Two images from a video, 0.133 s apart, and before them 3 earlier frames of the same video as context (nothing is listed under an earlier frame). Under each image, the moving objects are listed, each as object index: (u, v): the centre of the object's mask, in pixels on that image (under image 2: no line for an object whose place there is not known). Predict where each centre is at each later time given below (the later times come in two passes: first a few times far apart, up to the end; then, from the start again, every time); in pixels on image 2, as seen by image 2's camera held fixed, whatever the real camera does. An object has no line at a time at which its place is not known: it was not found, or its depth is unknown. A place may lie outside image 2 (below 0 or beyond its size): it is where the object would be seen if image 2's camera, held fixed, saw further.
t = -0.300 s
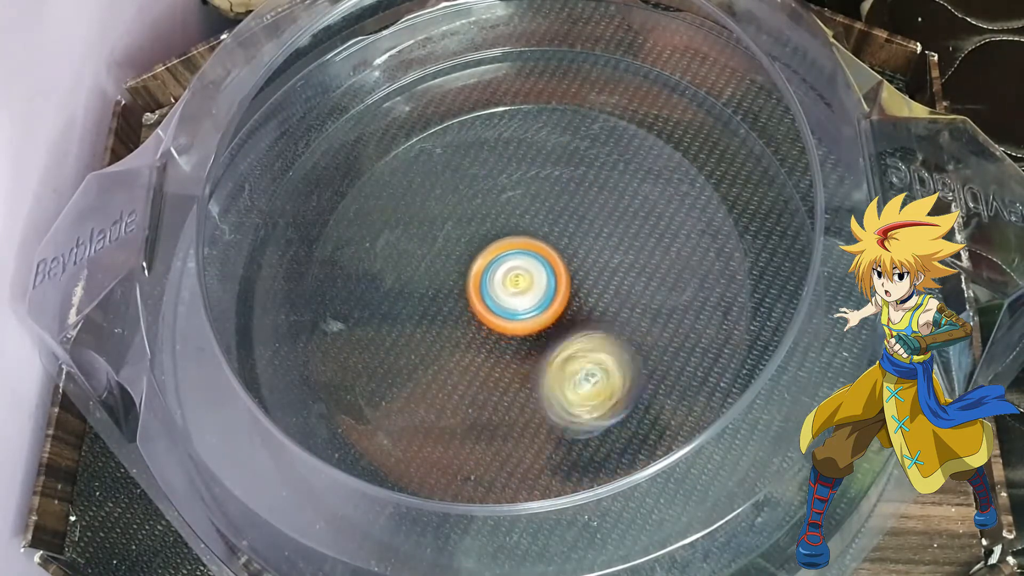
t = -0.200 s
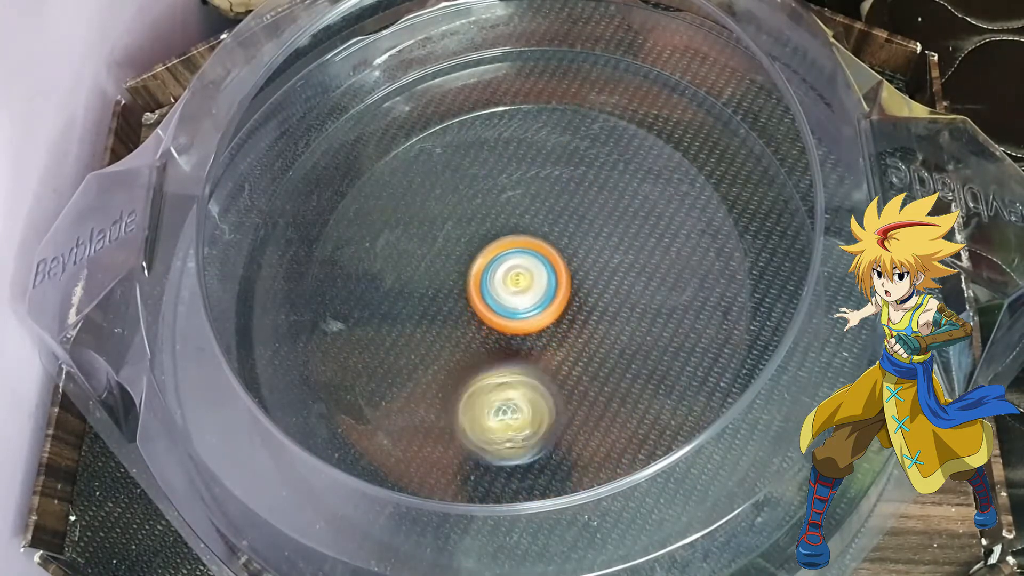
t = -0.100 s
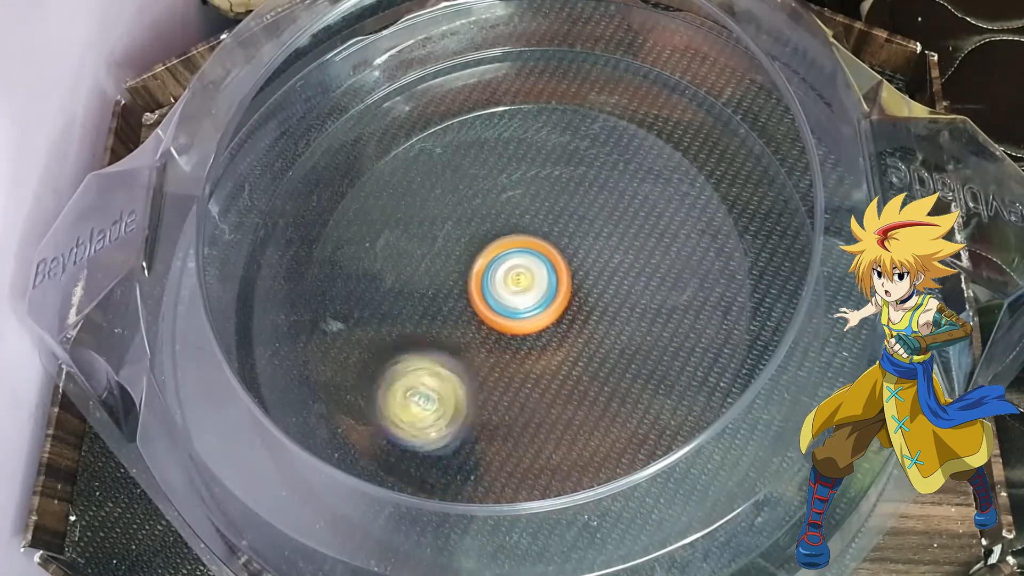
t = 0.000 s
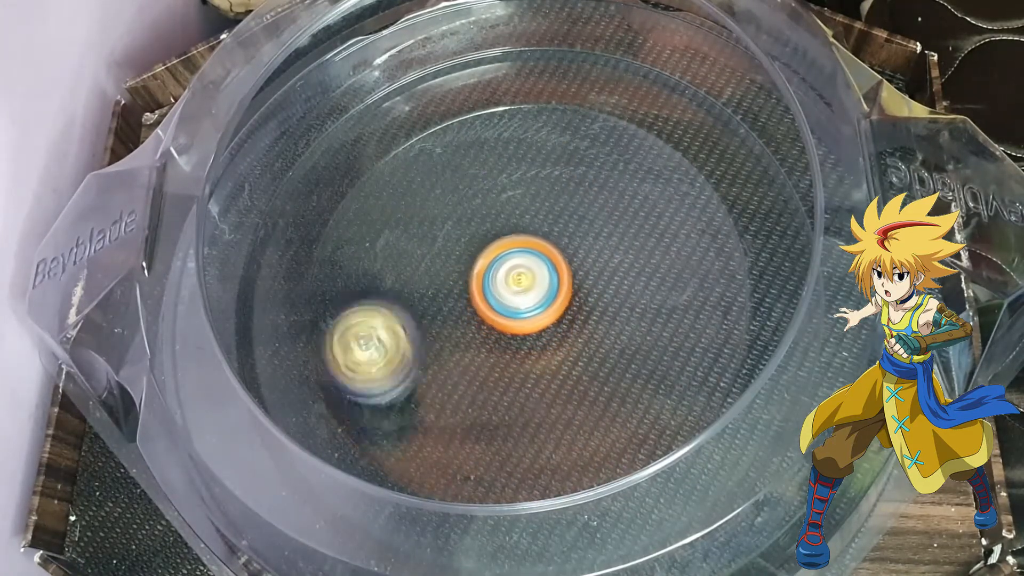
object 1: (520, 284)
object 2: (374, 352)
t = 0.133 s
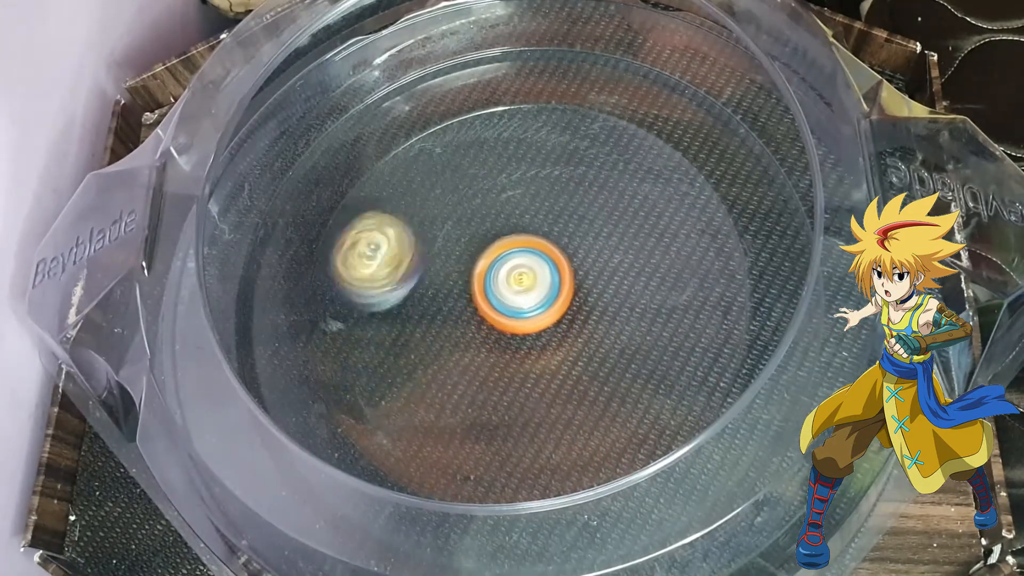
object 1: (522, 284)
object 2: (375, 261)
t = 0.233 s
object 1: (523, 285)
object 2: (429, 208)
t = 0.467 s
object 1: (527, 285)
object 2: (606, 197)
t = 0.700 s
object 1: (531, 286)
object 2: (674, 339)
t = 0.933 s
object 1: (533, 287)
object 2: (511, 412)
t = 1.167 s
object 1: (533, 291)
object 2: (402, 282)
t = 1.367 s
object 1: (533, 295)
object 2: (464, 163)
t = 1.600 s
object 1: (534, 297)
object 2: (619, 181)
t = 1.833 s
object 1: (533, 298)
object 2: (619, 347)
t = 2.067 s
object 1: (529, 300)
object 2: (448, 402)
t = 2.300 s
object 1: (526, 303)
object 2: (381, 274)
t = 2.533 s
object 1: (525, 303)
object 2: (519, 184)
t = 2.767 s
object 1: (522, 301)
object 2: (661, 255)
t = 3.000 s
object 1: (519, 298)
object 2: (601, 394)
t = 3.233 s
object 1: (515, 296)
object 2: (436, 356)
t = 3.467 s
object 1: (514, 296)
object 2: (427, 207)
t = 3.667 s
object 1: (516, 294)
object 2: (550, 155)
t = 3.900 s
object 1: (518, 290)
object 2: (639, 272)
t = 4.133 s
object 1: (517, 287)
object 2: (535, 401)
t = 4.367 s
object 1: (518, 287)
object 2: (395, 342)
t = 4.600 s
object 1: (523, 289)
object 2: (455, 211)
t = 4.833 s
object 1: (529, 288)
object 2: (610, 204)
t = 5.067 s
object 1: (529, 286)
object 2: (648, 338)
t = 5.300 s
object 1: (529, 289)
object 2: (490, 387)
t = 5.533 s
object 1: (530, 292)
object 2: (408, 262)
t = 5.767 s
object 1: (530, 295)
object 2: (508, 166)
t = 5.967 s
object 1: (530, 297)
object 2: (615, 223)
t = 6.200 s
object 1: (529, 297)
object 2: (589, 370)
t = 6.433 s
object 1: (528, 300)
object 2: (436, 381)
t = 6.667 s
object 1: (525, 300)
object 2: (427, 248)
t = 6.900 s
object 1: (521, 300)
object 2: (566, 190)
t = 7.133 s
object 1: (521, 300)
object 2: (654, 289)
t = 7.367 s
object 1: (519, 294)
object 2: (530, 383)
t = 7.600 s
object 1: (517, 293)
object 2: (412, 301)
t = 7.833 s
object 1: (515, 291)
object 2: (470, 186)
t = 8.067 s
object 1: (516, 291)
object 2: (607, 233)
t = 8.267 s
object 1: (519, 291)
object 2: (603, 354)
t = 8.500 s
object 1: (523, 289)
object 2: (464, 386)
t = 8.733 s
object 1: (526, 288)
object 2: (434, 261)
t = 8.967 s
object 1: (534, 290)
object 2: (550, 183)
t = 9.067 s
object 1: (536, 290)
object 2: (605, 198)
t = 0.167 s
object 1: (523, 284)
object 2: (390, 240)
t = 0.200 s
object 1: (523, 284)
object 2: (408, 223)
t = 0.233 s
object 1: (523, 285)
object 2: (429, 208)
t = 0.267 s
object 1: (524, 285)
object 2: (452, 196)
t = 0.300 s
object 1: (525, 285)
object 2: (478, 186)
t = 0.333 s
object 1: (525, 285)
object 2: (504, 181)
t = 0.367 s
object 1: (526, 285)
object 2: (531, 179)
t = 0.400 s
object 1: (526, 285)
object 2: (558, 181)
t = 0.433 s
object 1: (527, 285)
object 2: (584, 188)
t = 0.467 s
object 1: (527, 285)
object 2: (606, 197)
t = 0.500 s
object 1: (528, 285)
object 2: (628, 209)
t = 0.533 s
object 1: (529, 286)
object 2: (647, 226)
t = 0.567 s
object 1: (529, 286)
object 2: (663, 246)
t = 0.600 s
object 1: (530, 286)
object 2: (675, 266)
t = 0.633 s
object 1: (531, 285)
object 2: (681, 291)
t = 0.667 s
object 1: (531, 286)
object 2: (680, 316)
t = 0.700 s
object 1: (531, 286)
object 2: (674, 339)
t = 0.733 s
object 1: (531, 286)
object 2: (662, 362)
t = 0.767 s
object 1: (532, 286)
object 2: (643, 381)
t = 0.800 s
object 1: (532, 286)
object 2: (622, 397)
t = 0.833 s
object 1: (532, 286)
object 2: (597, 409)
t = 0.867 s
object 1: (532, 287)
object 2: (565, 415)
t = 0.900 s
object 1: (533, 287)
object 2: (538, 417)
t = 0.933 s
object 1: (533, 287)
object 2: (511, 412)
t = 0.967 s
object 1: (533, 288)
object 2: (485, 402)
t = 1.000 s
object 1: (533, 288)
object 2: (462, 389)
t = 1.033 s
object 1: (533, 288)
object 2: (443, 373)
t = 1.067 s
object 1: (533, 289)
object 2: (426, 349)
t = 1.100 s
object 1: (533, 290)
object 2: (413, 327)
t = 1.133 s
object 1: (533, 290)
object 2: (405, 304)
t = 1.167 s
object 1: (533, 291)
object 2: (402, 282)
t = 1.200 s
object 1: (533, 291)
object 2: (404, 259)
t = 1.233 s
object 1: (533, 292)
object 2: (411, 234)
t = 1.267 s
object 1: (533, 293)
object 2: (420, 213)
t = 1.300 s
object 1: (533, 293)
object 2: (429, 196)
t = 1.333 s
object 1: (533, 294)
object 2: (445, 178)
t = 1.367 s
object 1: (533, 295)
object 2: (464, 163)
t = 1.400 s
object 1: (533, 295)
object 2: (485, 152)
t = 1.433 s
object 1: (534, 296)
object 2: (509, 145)
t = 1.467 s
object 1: (534, 296)
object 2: (534, 142)
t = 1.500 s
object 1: (534, 297)
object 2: (556, 145)
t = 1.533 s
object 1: (534, 297)
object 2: (580, 153)
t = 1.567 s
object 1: (534, 297)
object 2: (602, 165)
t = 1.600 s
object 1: (534, 297)
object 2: (619, 181)
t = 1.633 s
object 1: (534, 298)
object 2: (631, 198)
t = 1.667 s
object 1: (534, 298)
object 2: (641, 221)
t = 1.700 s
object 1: (534, 298)
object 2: (647, 247)
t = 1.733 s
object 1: (534, 298)
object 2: (648, 273)
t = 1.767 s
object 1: (534, 298)
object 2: (643, 301)
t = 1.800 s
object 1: (534, 298)
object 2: (632, 324)
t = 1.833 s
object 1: (533, 298)
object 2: (619, 347)
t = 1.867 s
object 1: (532, 298)
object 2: (599, 366)
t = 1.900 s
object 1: (532, 298)
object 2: (579, 383)
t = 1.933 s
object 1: (532, 298)
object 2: (555, 396)
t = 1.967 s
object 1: (531, 299)
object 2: (528, 406)
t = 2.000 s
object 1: (530, 299)
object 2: (502, 409)
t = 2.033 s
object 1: (529, 300)
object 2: (474, 408)
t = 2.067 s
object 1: (529, 300)
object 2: (448, 402)
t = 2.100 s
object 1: (528, 301)
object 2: (425, 391)
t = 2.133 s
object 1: (527, 301)
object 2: (406, 377)
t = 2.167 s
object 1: (526, 302)
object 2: (392, 359)
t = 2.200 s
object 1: (526, 302)
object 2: (382, 340)
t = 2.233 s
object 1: (526, 302)
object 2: (377, 317)
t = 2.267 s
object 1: (526, 303)
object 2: (376, 296)
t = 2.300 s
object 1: (526, 303)
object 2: (381, 274)
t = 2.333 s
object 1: (525, 303)
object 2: (392, 253)
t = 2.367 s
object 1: (525, 303)
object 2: (408, 234)
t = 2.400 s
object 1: (525, 304)
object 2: (427, 218)
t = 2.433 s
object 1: (525, 304)
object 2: (447, 205)
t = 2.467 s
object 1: (525, 304)
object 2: (469, 196)
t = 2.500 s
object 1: (525, 304)
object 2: (495, 188)
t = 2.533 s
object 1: (525, 303)
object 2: (519, 184)
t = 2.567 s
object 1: (524, 303)
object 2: (544, 184)
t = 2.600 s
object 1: (524, 303)
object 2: (569, 188)
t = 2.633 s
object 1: (524, 303)
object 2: (591, 194)
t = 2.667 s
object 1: (523, 302)
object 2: (613, 205)
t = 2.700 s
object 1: (523, 302)
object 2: (633, 218)
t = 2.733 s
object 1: (523, 301)
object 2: (649, 236)
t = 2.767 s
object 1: (522, 301)
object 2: (661, 255)
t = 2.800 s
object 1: (521, 300)
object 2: (669, 277)
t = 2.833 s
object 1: (521, 300)
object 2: (671, 298)
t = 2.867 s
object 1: (521, 300)
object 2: (669, 321)
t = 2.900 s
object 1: (520, 299)
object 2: (659, 344)
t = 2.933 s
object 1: (520, 299)
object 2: (645, 364)
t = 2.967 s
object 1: (519, 298)
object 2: (624, 382)
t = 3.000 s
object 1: (519, 298)
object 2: (601, 394)
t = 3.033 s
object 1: (518, 298)
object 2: (576, 401)
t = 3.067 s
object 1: (518, 297)
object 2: (549, 405)
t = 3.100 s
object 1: (517, 297)
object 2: (520, 404)
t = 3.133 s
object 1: (516, 297)
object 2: (496, 397)
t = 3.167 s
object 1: (516, 296)
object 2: (473, 388)
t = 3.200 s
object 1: (516, 296)
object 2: (453, 374)
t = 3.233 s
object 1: (515, 296)
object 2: (436, 356)
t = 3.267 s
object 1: (515, 296)
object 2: (423, 336)
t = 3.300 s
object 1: (514, 296)
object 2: (413, 316)
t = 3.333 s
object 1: (514, 296)
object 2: (408, 293)
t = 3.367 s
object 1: (514, 296)
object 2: (406, 273)
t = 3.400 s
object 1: (514, 296)
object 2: (410, 249)
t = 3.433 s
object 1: (514, 296)
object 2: (416, 226)
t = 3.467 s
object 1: (514, 296)
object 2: (427, 207)
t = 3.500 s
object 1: (514, 296)
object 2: (440, 190)
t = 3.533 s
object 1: (514, 296)
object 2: (458, 176)
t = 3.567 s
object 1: (515, 296)
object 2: (483, 161)
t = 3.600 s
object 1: (515, 295)
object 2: (504, 154)
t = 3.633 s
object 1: (516, 295)
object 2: (530, 152)
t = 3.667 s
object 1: (516, 294)
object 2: (550, 155)
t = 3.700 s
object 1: (517, 294)
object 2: (572, 162)
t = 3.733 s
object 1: (517, 293)
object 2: (588, 172)
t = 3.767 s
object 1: (518, 292)
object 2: (606, 187)
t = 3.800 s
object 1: (518, 292)
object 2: (620, 206)
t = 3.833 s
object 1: (518, 291)
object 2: (630, 226)
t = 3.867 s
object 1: (518, 290)
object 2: (636, 249)
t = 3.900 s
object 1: (518, 290)
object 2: (639, 272)
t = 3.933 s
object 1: (518, 289)
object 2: (636, 297)
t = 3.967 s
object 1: (518, 288)
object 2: (629, 321)
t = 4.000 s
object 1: (518, 288)
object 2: (615, 342)
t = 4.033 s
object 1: (517, 287)
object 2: (600, 361)
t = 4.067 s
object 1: (517, 287)
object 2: (581, 376)
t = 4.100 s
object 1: (517, 287)
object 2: (560, 391)
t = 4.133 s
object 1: (517, 287)
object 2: (535, 401)
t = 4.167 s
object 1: (517, 286)
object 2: (511, 406)
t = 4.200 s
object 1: (517, 286)
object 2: (484, 405)
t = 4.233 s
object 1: (517, 286)
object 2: (459, 400)
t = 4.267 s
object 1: (517, 287)
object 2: (437, 390)
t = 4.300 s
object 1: (517, 287)
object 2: (419, 377)
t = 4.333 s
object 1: (517, 287)
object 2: (405, 361)
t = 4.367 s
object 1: (518, 287)
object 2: (395, 342)
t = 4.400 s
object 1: (518, 288)
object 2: (390, 321)
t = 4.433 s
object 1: (519, 288)
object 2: (390, 299)
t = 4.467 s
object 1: (520, 288)
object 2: (394, 279)
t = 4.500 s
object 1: (520, 289)
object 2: (405, 259)
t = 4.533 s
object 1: (522, 289)
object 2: (419, 240)
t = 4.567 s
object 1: (523, 289)
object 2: (437, 225)
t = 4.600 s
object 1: (523, 289)
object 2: (455, 211)
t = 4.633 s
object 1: (524, 289)
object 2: (477, 199)
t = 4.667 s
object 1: (525, 289)
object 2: (498, 192)
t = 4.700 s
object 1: (526, 289)
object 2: (523, 187)
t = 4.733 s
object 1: (527, 288)
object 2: (547, 187)
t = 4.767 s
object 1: (527, 288)
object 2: (570, 190)
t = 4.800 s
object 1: (528, 288)
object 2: (591, 196)
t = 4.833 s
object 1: (529, 288)
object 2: (610, 204)
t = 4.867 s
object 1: (529, 287)
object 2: (630, 218)
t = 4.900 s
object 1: (530, 287)
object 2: (646, 234)
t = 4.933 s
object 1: (529, 286)
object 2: (657, 254)
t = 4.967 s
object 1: (529, 286)
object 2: (663, 274)
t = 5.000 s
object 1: (529, 286)
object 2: (664, 294)
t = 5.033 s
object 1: (529, 286)
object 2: (659, 316)
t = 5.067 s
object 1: (529, 286)
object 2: (648, 338)
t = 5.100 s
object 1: (528, 286)
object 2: (633, 357)
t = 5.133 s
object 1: (528, 286)
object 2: (615, 371)
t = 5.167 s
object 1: (528, 287)
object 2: (591, 382)
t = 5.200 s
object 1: (529, 287)
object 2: (566, 389)
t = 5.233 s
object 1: (529, 288)
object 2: (541, 394)
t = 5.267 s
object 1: (529, 288)
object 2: (515, 392)
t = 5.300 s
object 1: (529, 289)
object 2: (490, 387)
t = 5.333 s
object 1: (529, 290)
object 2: (470, 376)
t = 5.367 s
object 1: (529, 290)
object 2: (450, 362)
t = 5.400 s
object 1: (529, 291)
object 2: (433, 344)
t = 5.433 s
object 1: (529, 291)
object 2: (421, 324)
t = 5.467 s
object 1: (529, 292)
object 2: (411, 304)
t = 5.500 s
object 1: (529, 292)
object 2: (407, 284)
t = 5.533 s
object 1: (530, 292)
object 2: (408, 262)
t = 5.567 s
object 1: (529, 293)
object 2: (412, 242)
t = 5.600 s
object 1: (529, 293)
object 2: (420, 222)
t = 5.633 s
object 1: (530, 293)
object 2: (432, 204)
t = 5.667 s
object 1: (530, 294)
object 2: (447, 190)
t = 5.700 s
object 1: (530, 295)
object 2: (467, 177)
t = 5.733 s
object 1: (530, 295)
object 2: (485, 170)
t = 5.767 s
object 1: (530, 295)
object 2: (508, 166)
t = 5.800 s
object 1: (530, 295)
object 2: (531, 165)
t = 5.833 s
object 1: (530, 296)
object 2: (552, 170)
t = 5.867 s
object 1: (530, 296)
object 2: (567, 177)
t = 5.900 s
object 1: (530, 297)
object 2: (587, 190)
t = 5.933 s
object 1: (530, 297)
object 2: (603, 206)
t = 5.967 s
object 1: (530, 297)
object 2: (615, 223)
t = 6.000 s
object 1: (530, 297)
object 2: (623, 243)
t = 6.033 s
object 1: (530, 298)
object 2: (629, 266)
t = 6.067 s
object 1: (529, 298)
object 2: (630, 290)
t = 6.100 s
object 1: (529, 298)
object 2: (624, 314)
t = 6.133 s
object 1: (528, 297)
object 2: (617, 333)
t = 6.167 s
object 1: (529, 298)
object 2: (605, 352)
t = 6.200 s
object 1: (529, 297)
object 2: (589, 370)
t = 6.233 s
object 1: (529, 298)
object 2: (569, 386)
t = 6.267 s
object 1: (529, 299)
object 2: (547, 397)
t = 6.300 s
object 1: (529, 299)
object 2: (524, 403)
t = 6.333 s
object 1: (529, 299)
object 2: (500, 405)
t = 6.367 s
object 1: (528, 299)
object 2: (477, 400)
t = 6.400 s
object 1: (528, 300)
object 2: (454, 392)
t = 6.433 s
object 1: (528, 300)
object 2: (436, 381)
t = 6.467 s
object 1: (527, 300)
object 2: (422, 365)
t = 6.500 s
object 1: (527, 300)
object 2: (412, 346)
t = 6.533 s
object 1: (527, 300)
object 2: (407, 327)
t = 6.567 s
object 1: (526, 300)
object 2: (405, 308)
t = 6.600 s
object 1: (526, 300)
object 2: (407, 287)
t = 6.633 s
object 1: (526, 300)
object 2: (417, 266)
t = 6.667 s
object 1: (525, 300)
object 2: (427, 248)
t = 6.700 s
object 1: (524, 300)
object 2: (443, 232)
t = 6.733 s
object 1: (524, 300)
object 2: (461, 218)
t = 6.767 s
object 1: (523, 300)
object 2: (478, 207)
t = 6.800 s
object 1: (523, 300)
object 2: (500, 197)
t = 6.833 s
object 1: (522, 300)
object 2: (522, 191)
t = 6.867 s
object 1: (522, 300)
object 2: (545, 190)
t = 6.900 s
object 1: (521, 300)
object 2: (566, 190)
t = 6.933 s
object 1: (521, 300)
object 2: (588, 196)
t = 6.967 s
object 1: (521, 300)
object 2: (607, 204)
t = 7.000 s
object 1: (521, 300)
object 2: (625, 216)
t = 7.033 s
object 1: (521, 300)
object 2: (639, 232)
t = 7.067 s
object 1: (521, 300)
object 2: (649, 249)
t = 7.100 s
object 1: (521, 300)
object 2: (653, 268)
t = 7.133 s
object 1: (521, 300)
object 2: (654, 289)
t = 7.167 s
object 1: (520, 300)
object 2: (649, 311)
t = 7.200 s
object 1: (520, 299)
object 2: (637, 330)
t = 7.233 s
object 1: (520, 299)
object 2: (620, 347)
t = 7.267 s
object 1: (520, 298)
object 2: (602, 361)
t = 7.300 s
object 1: (520, 297)
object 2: (580, 372)
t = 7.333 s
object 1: (519, 295)
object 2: (555, 380)
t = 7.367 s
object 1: (519, 294)
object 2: (530, 383)
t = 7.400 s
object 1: (520, 293)
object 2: (507, 380)
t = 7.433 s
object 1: (521, 292)
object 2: (486, 374)
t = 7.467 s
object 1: (521, 294)
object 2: (464, 366)
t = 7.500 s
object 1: (520, 294)
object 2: (446, 353)
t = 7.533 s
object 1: (519, 293)
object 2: (431, 336)
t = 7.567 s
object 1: (518, 293)
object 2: (420, 319)
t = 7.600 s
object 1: (517, 293)
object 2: (412, 301)
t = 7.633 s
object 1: (517, 292)
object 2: (408, 280)
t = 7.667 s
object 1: (516, 292)
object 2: (409, 261)
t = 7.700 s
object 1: (516, 292)
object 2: (414, 241)
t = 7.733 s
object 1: (515, 292)
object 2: (423, 224)
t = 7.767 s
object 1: (515, 291)
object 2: (435, 209)
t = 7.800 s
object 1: (515, 291)
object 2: (452, 196)
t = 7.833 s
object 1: (515, 291)
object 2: (470, 186)
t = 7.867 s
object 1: (515, 291)
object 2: (490, 181)
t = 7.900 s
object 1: (515, 291)
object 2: (513, 179)
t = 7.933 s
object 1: (515, 291)
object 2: (539, 182)
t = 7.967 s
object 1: (515, 291)
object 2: (554, 189)
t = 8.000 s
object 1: (515, 291)
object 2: (578, 202)
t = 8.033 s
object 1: (515, 291)
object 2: (595, 216)
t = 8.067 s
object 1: (516, 291)
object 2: (607, 233)
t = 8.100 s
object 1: (516, 291)
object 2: (615, 253)
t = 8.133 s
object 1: (517, 291)
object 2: (622, 273)
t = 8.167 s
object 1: (517, 291)
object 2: (624, 294)
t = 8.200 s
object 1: (518, 291)
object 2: (621, 315)
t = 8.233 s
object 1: (519, 291)
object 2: (614, 334)
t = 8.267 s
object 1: (519, 291)
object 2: (603, 354)
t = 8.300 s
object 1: (520, 290)
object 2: (588, 370)
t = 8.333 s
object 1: (521, 290)
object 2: (570, 384)
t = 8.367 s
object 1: (521, 290)
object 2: (549, 394)
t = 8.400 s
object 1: (522, 290)
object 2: (527, 399)
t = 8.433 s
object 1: (522, 289)
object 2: (506, 399)
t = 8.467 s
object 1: (523, 289)
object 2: (483, 395)
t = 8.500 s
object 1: (523, 289)
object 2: (464, 386)
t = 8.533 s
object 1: (524, 289)
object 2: (447, 373)
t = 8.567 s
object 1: (524, 288)
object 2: (436, 357)
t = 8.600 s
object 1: (524, 288)
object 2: (426, 339)
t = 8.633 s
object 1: (525, 288)
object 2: (422, 320)
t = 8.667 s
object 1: (525, 288)
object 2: (421, 299)
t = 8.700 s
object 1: (525, 288)
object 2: (425, 279)
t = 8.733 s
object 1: (526, 288)
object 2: (434, 261)
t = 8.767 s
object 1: (528, 289)
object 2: (444, 242)
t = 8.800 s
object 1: (529, 289)
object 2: (457, 226)
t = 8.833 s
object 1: (530, 289)
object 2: (473, 212)
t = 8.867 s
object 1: (531, 290)
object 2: (490, 200)
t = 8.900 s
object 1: (532, 290)
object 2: (510, 190)
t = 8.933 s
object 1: (534, 290)
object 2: (530, 184)
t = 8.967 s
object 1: (534, 290)
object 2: (550, 183)
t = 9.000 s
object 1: (535, 290)
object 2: (574, 185)
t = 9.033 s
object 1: (535, 290)
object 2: (589, 190)
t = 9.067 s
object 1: (536, 290)
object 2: (605, 198)
